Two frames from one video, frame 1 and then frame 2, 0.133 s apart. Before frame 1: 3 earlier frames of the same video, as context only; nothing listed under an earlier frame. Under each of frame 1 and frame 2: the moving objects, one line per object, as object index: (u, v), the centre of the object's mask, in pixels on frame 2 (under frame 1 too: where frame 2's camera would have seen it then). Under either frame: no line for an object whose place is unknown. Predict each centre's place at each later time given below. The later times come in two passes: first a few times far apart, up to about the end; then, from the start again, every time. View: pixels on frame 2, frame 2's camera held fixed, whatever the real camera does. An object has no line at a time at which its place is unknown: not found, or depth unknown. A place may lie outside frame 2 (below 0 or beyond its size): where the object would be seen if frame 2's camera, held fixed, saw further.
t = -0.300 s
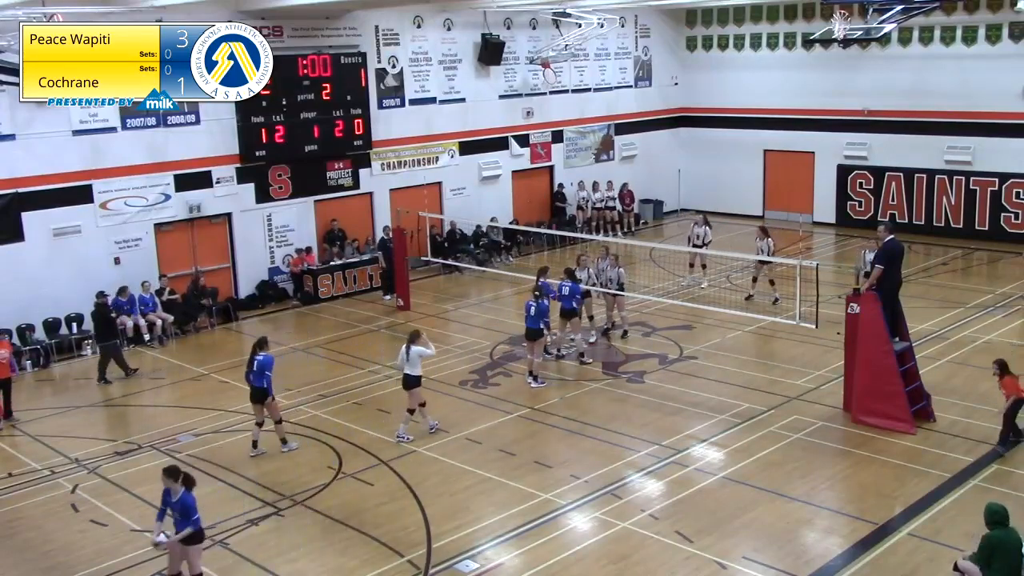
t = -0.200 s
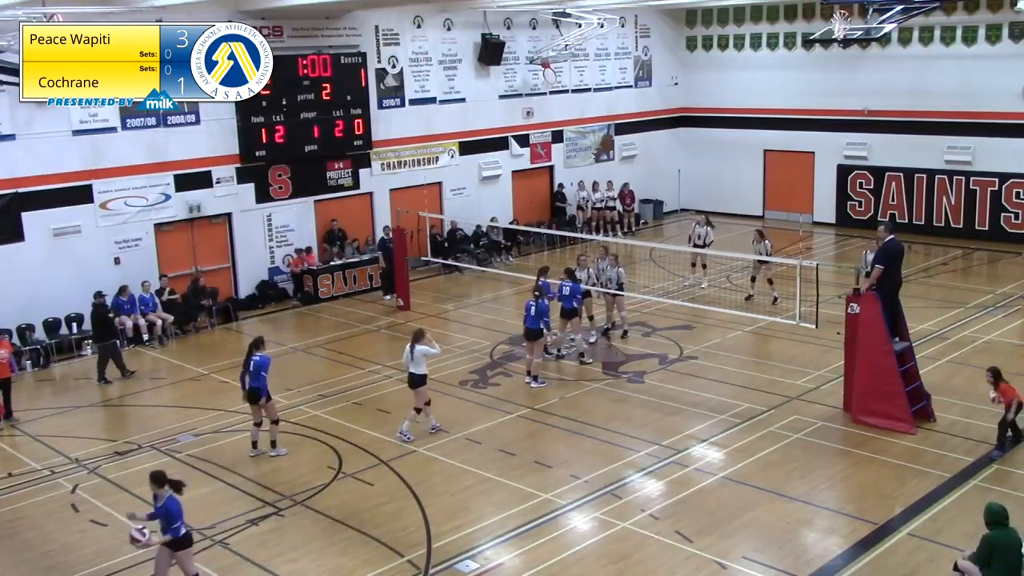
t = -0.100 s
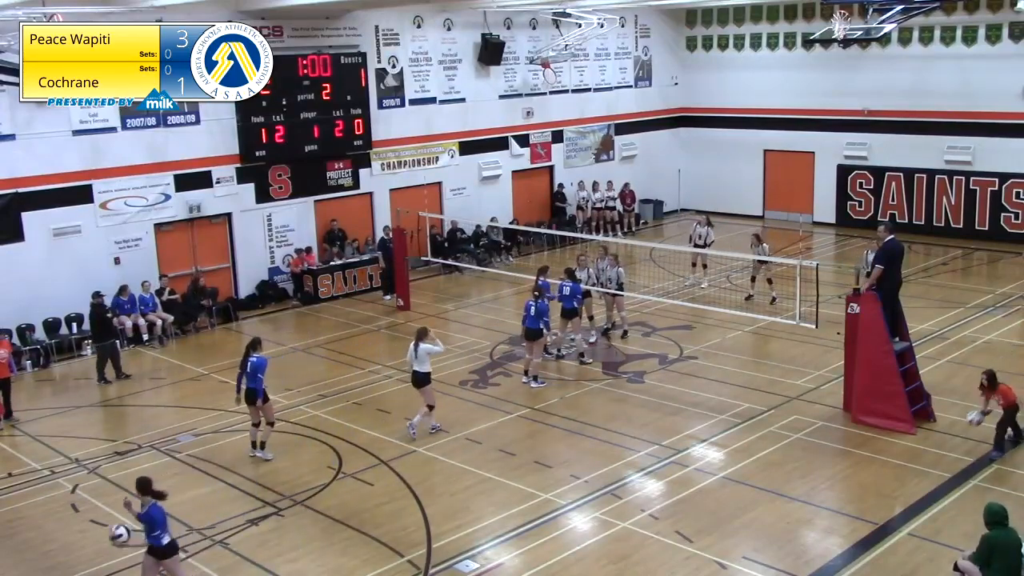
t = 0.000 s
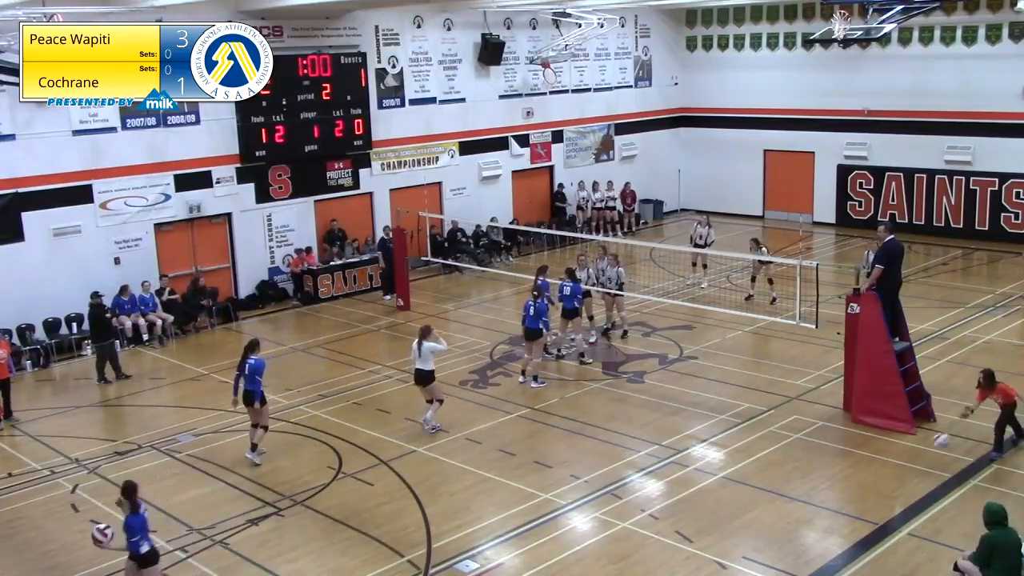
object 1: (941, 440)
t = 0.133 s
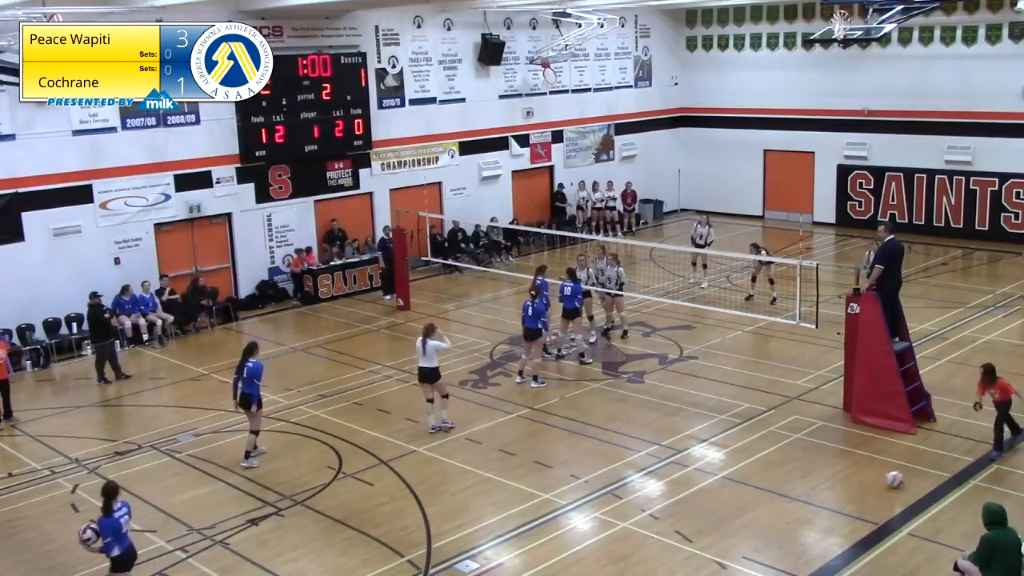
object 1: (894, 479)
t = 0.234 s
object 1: (866, 480)
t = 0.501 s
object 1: (784, 524)
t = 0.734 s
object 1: (710, 550)
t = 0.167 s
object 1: (885, 479)
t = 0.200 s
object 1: (875, 479)
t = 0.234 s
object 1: (866, 480)
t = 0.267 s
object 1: (856, 483)
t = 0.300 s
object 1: (847, 485)
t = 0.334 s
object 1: (837, 489)
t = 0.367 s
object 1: (826, 494)
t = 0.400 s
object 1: (815, 500)
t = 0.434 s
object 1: (805, 507)
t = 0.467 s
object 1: (794, 515)
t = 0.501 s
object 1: (784, 524)
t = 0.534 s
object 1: (772, 533)
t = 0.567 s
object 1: (763, 534)
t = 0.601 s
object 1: (753, 534)
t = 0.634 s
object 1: (741, 537)
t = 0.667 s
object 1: (731, 541)
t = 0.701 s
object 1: (720, 544)
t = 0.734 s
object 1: (710, 550)
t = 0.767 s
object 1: (699, 557)
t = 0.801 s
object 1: (687, 565)
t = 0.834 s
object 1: (676, 570)
